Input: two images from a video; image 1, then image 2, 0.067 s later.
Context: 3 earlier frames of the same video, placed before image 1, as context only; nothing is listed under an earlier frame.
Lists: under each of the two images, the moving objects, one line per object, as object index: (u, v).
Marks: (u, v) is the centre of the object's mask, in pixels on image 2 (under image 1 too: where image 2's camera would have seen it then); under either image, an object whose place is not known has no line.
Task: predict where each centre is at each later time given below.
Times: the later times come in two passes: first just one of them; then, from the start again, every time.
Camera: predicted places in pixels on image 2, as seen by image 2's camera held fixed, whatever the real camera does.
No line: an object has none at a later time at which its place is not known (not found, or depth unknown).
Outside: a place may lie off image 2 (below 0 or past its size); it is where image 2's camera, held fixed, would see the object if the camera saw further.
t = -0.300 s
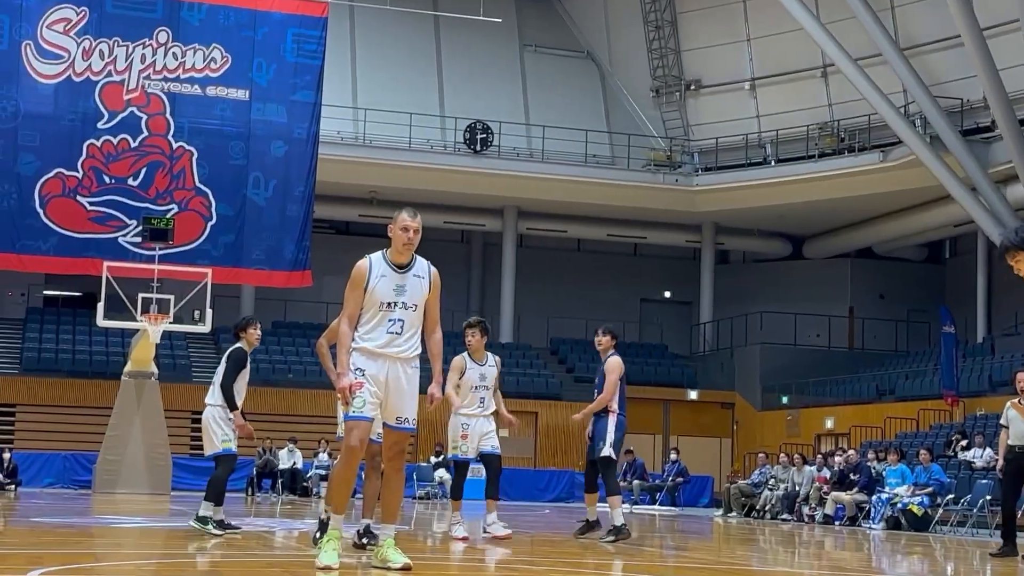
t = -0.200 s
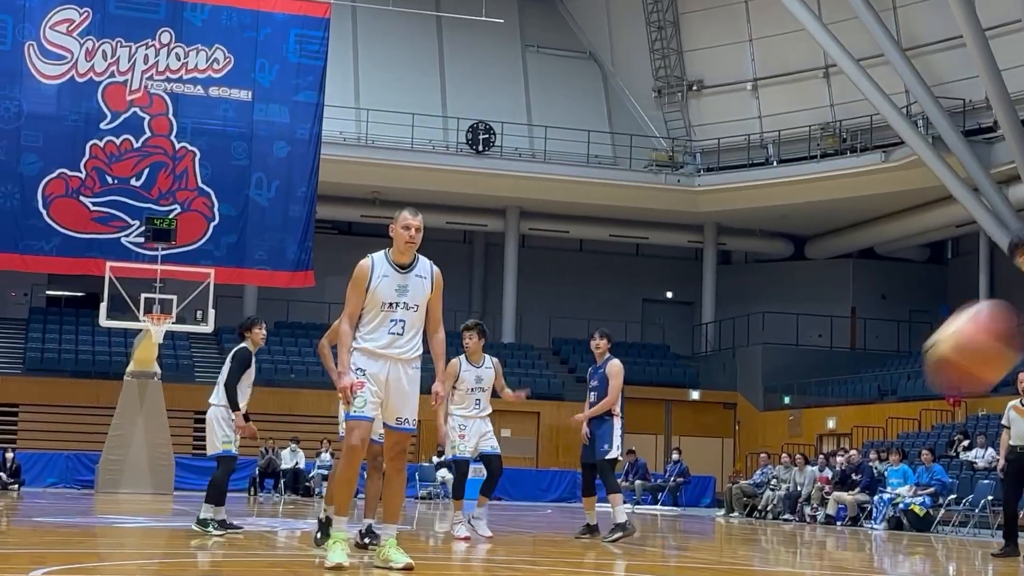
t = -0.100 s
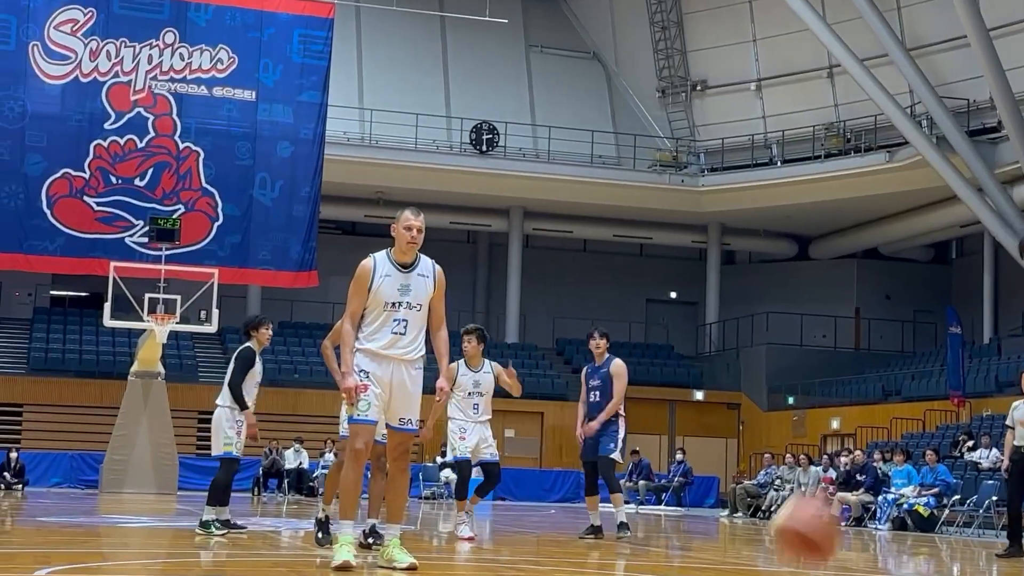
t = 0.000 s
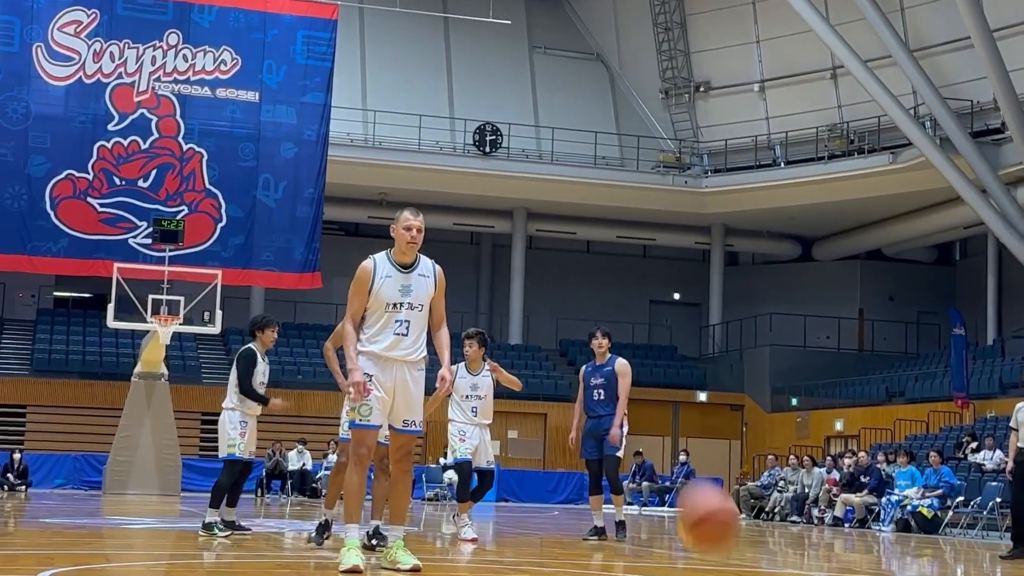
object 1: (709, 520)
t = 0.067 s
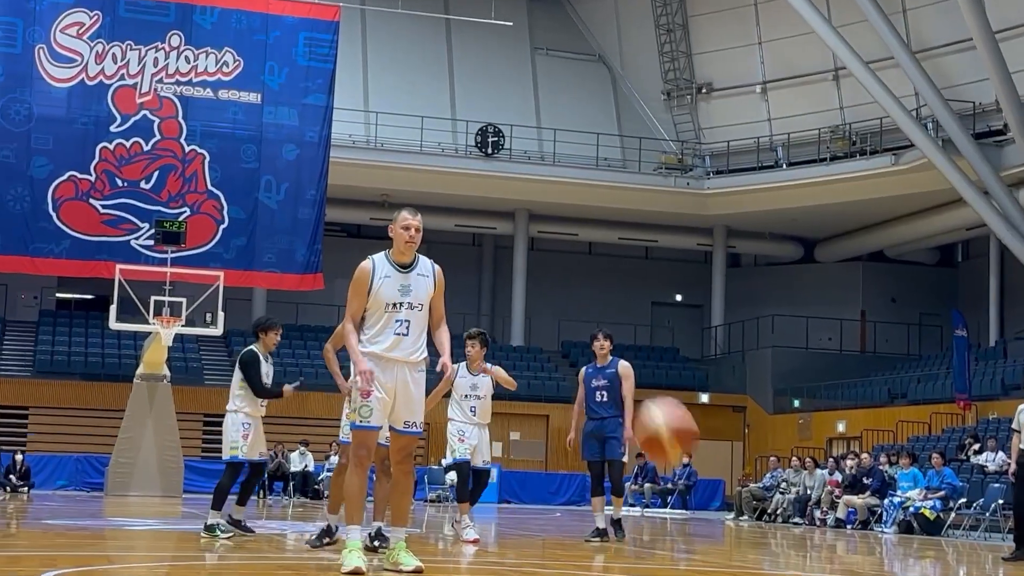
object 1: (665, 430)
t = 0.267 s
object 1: (553, 273)
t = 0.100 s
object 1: (646, 396)
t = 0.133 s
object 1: (626, 363)
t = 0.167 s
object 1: (607, 335)
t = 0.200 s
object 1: (590, 313)
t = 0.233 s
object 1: (569, 289)
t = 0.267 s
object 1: (553, 273)
